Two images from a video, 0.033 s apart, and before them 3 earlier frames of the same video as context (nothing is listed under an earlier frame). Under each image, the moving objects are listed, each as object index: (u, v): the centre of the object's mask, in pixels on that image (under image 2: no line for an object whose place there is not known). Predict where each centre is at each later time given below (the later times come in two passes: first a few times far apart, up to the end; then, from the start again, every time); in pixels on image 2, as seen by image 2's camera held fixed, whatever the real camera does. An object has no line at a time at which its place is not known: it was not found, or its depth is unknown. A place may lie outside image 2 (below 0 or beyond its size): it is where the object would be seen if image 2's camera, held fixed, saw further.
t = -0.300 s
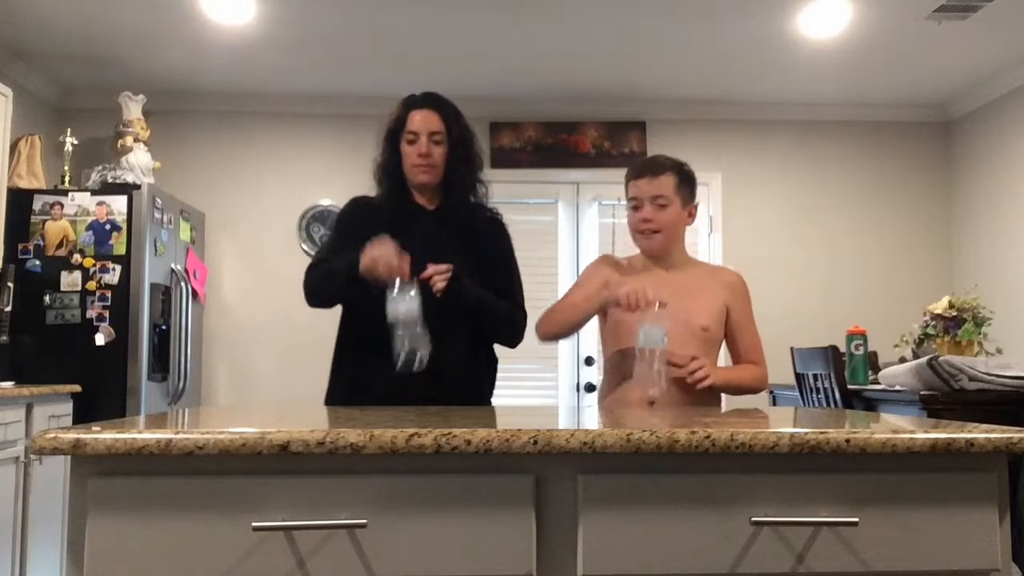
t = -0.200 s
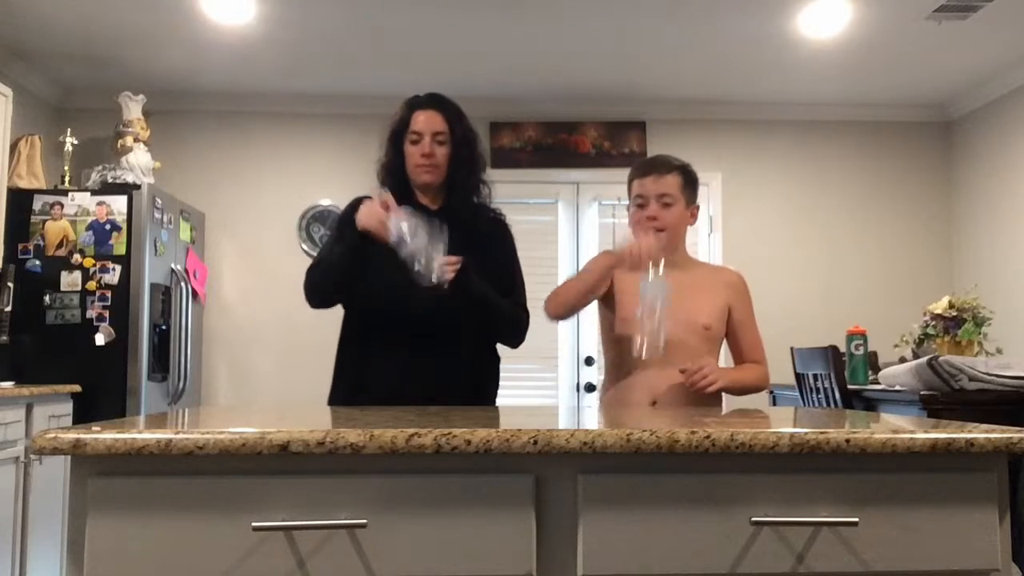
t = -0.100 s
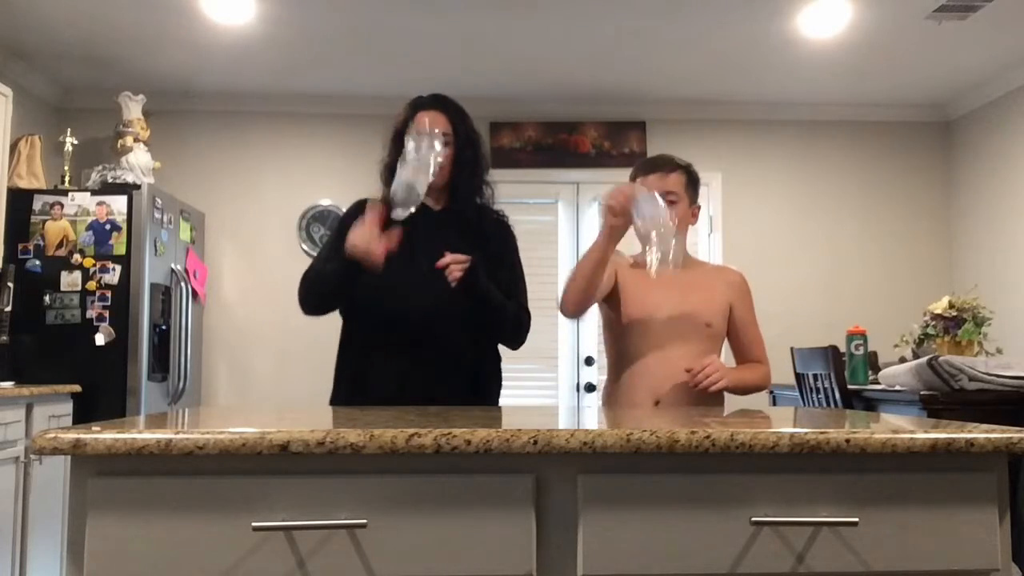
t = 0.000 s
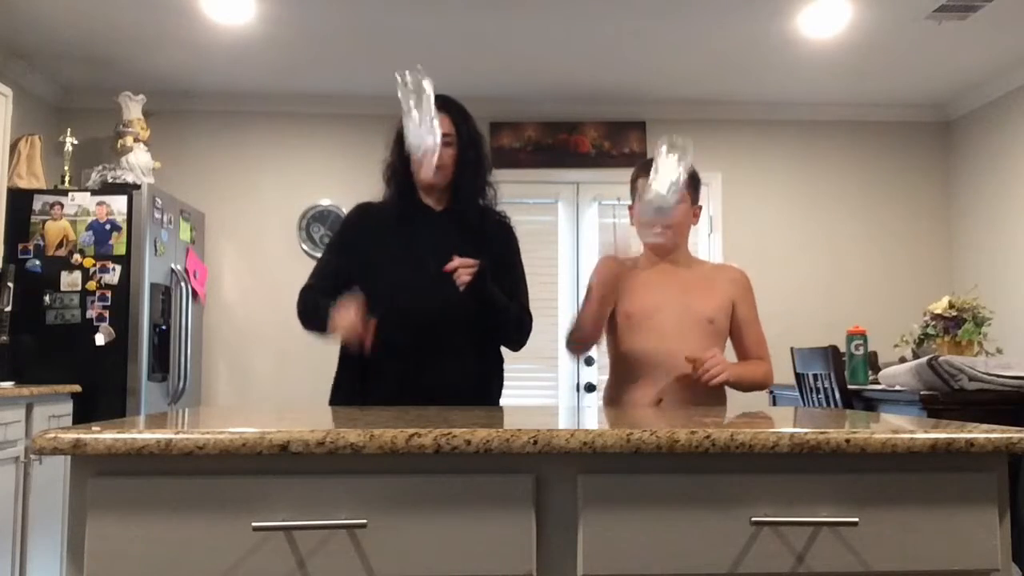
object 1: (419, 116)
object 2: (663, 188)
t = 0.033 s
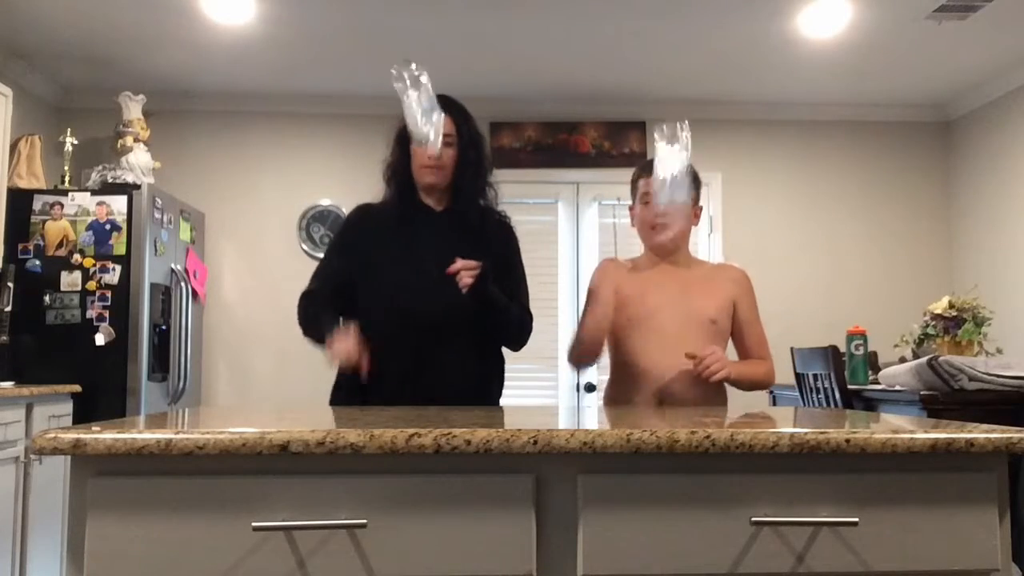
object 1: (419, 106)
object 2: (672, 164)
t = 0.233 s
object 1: (400, 151)
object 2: (684, 180)
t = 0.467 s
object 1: (380, 386)
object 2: (702, 391)
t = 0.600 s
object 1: (372, 395)
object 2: (699, 398)
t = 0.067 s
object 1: (417, 96)
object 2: (678, 159)
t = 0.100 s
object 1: (414, 93)
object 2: (682, 144)
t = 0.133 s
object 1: (410, 97)
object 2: (682, 141)
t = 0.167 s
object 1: (406, 108)
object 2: (683, 147)
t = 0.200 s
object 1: (404, 126)
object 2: (684, 160)
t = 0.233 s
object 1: (400, 151)
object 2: (684, 180)
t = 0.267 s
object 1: (397, 186)
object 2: (685, 210)
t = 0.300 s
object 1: (392, 226)
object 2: (683, 246)
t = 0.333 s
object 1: (389, 273)
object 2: (687, 294)
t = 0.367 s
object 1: (384, 330)
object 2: (695, 342)
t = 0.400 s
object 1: (385, 374)
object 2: (698, 385)
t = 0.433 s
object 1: (381, 390)
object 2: (703, 394)
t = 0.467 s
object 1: (380, 386)
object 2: (702, 391)
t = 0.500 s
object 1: (377, 383)
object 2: (703, 392)
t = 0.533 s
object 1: (374, 387)
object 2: (704, 397)
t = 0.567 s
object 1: (373, 393)
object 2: (702, 398)
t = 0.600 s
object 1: (372, 395)
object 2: (699, 398)
